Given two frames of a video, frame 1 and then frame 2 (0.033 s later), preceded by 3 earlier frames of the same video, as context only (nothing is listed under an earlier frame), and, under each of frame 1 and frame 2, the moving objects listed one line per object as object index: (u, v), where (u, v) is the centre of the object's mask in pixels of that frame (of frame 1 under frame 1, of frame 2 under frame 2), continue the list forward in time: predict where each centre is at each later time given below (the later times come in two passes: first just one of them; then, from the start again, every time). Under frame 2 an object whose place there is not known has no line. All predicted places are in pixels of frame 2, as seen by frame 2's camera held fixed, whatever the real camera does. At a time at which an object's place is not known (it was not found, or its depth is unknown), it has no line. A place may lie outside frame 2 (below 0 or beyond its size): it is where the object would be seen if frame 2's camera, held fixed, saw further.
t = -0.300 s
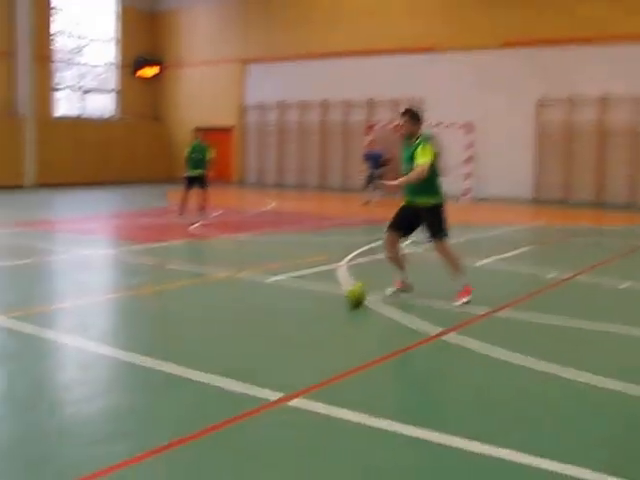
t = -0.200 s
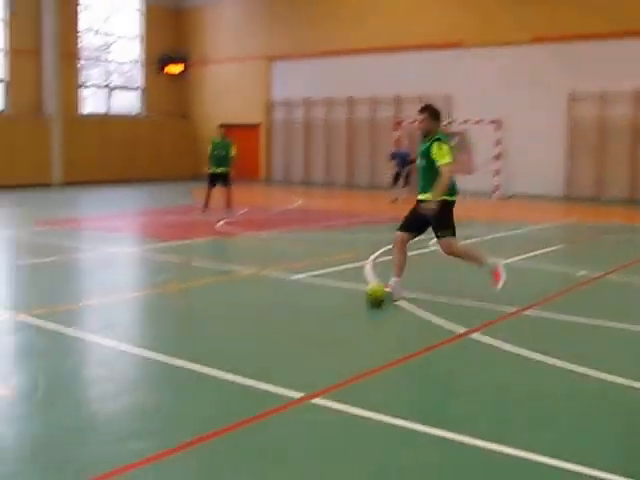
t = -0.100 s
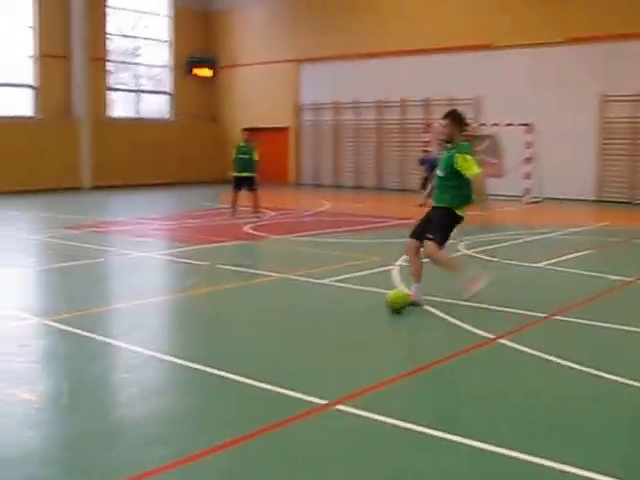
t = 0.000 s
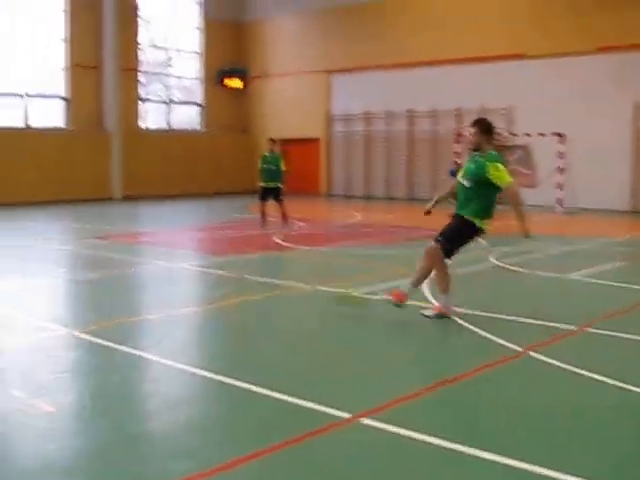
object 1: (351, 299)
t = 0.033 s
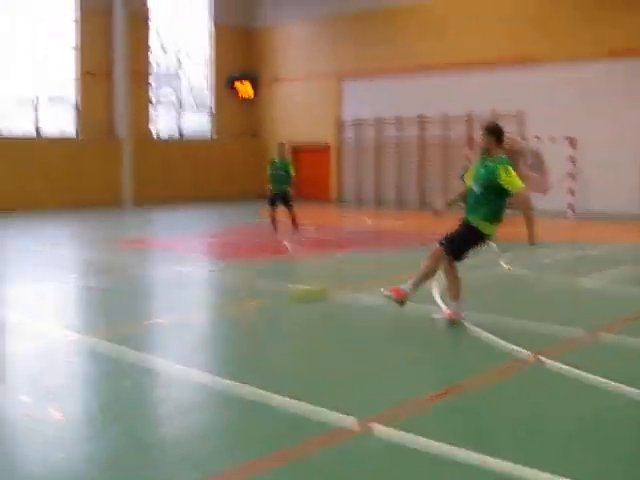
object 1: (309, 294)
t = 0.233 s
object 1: (87, 272)
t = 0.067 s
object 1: (263, 287)
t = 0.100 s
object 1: (225, 281)
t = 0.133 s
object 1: (186, 277)
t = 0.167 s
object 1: (148, 273)
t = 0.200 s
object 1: (118, 272)
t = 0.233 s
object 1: (87, 272)
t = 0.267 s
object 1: (58, 273)
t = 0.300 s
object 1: (31, 274)
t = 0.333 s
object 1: (7, 276)
